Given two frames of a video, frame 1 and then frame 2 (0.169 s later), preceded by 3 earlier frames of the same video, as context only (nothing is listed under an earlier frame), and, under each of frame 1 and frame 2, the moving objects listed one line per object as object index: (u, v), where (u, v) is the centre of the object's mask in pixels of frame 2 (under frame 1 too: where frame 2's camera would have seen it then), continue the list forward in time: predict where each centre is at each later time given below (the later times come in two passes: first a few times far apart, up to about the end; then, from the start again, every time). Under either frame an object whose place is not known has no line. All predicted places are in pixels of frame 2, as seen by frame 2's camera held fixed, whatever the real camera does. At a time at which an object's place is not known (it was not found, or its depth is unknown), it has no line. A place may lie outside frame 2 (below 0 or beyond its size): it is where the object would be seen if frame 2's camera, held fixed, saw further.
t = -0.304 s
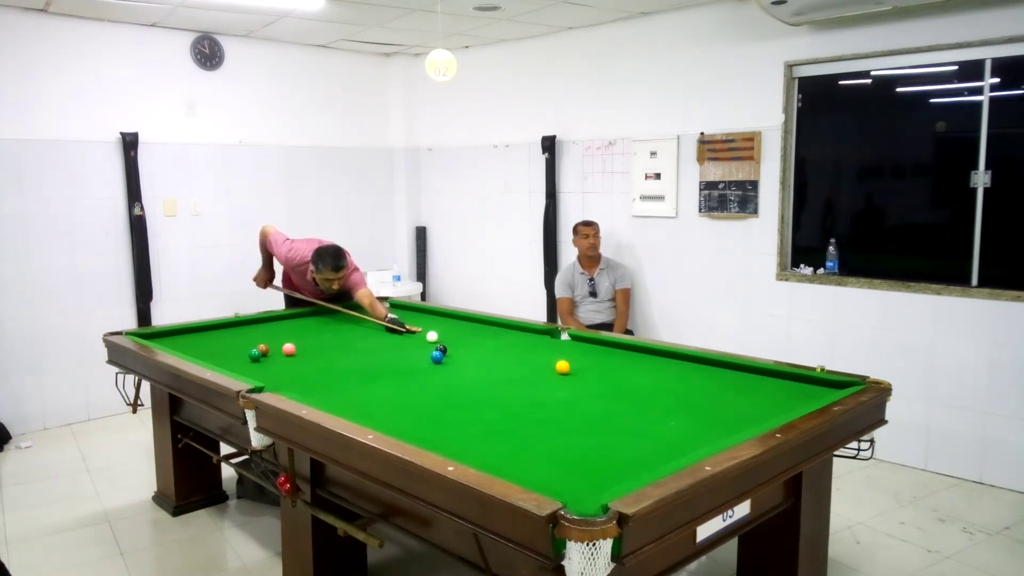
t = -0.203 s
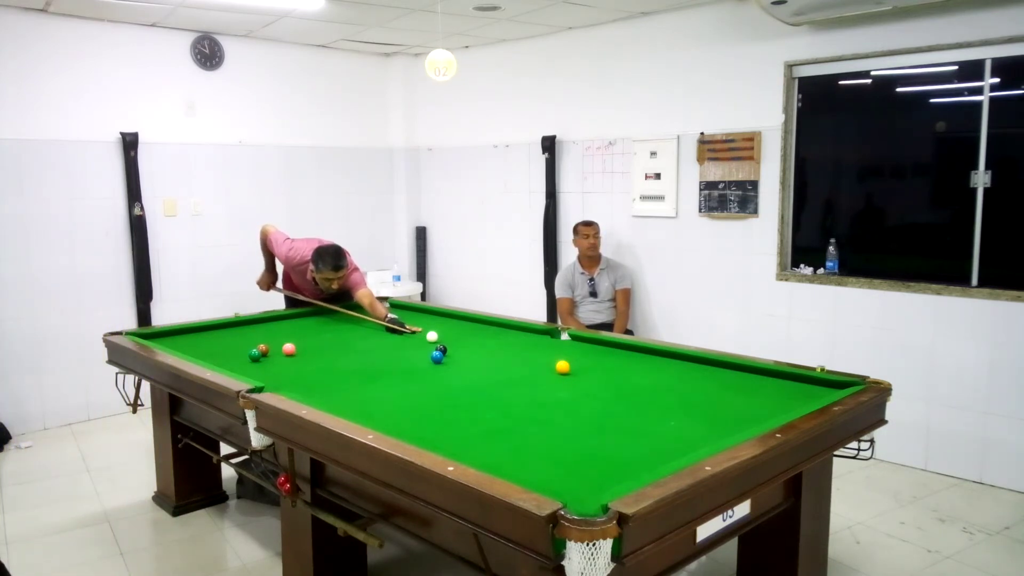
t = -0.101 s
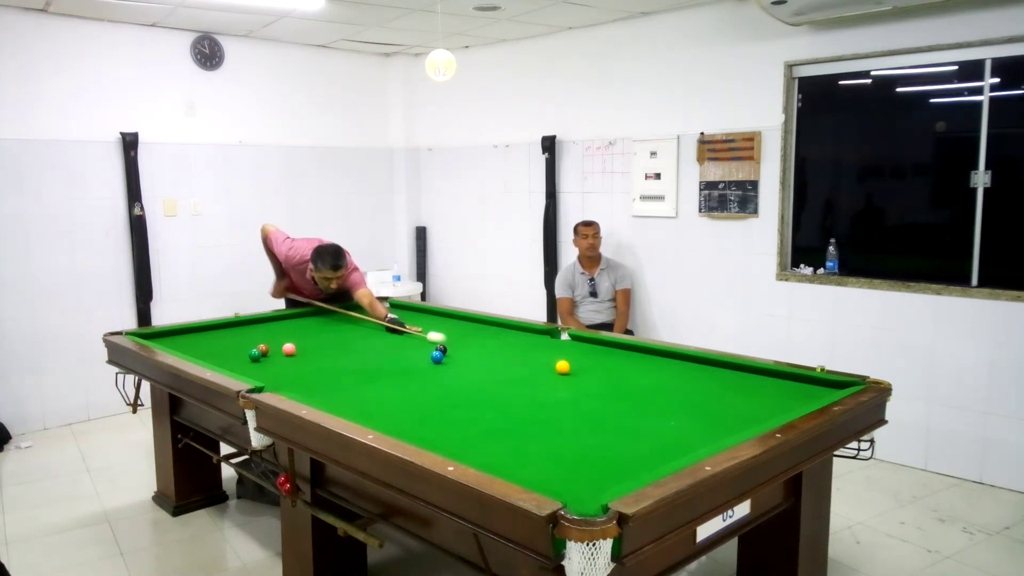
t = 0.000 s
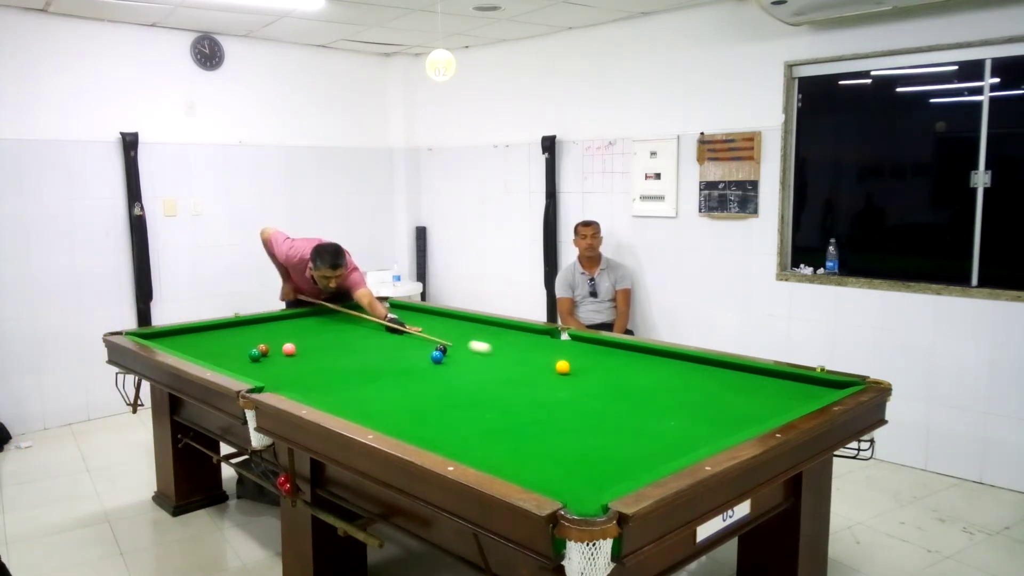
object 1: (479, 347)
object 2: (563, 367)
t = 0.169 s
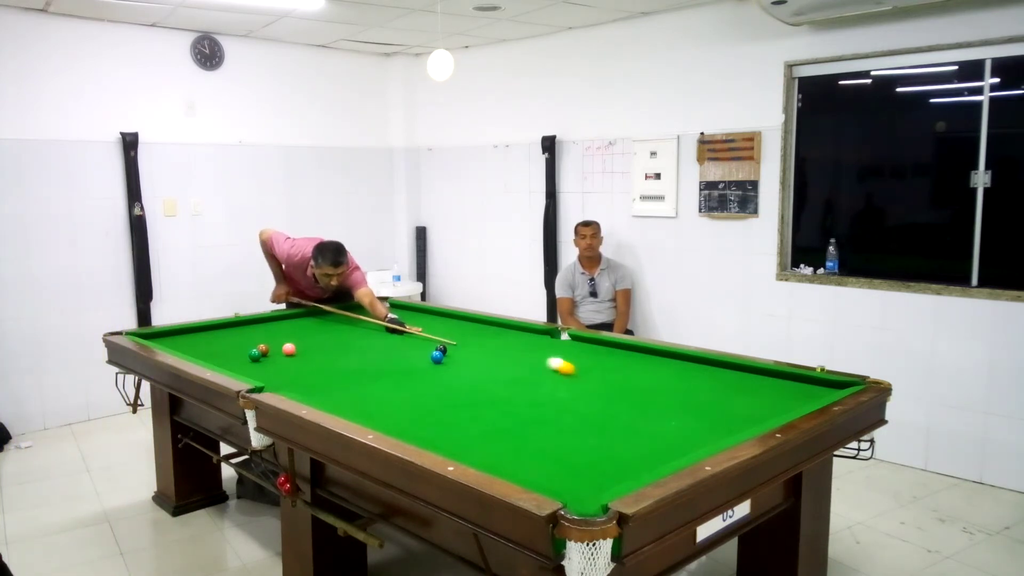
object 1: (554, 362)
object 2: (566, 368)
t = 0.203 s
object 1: (561, 363)
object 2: (576, 372)
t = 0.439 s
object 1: (587, 361)
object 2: (656, 403)
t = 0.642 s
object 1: (606, 359)
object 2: (729, 431)
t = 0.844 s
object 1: (625, 357)
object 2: (659, 422)
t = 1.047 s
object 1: (642, 355)
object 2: (598, 413)
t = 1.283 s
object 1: (660, 353)
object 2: (537, 404)
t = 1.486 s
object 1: (657, 354)
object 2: (489, 397)
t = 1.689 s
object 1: (655, 356)
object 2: (445, 391)
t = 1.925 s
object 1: (652, 358)
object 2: (398, 384)
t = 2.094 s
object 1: (651, 359)
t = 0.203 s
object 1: (561, 363)
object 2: (576, 372)
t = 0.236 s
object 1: (566, 363)
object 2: (587, 376)
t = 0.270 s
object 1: (569, 363)
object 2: (598, 381)
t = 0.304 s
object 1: (573, 362)
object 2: (610, 385)
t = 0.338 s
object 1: (576, 362)
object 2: (621, 390)
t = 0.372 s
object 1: (580, 362)
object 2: (633, 395)
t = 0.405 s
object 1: (583, 361)
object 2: (644, 399)
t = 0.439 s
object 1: (587, 361)
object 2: (656, 403)
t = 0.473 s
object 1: (590, 360)
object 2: (668, 408)
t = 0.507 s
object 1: (593, 360)
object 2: (680, 413)
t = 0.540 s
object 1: (597, 360)
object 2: (692, 417)
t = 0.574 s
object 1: (600, 359)
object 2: (705, 423)
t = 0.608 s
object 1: (603, 359)
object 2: (718, 428)
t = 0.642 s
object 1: (606, 359)
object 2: (729, 431)
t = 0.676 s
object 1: (610, 358)
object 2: (723, 431)
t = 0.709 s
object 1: (613, 358)
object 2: (709, 430)
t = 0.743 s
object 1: (616, 358)
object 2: (695, 428)
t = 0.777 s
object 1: (619, 357)
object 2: (682, 426)
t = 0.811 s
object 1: (622, 357)
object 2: (670, 424)
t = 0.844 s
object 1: (625, 357)
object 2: (659, 422)
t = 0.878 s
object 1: (628, 356)
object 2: (648, 420)
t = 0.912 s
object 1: (631, 356)
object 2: (637, 419)
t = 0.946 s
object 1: (633, 356)
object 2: (628, 417)
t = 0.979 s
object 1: (636, 355)
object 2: (618, 416)
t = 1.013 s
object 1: (639, 355)
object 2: (608, 414)
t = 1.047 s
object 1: (642, 355)
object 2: (598, 413)
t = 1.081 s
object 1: (645, 354)
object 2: (589, 412)
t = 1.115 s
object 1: (647, 354)
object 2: (580, 410)
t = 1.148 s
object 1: (650, 354)
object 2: (571, 409)
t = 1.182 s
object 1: (652, 353)
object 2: (562, 407)
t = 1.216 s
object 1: (655, 353)
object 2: (554, 406)
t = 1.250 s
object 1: (657, 353)
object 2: (545, 405)
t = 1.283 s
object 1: (660, 353)
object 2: (537, 404)
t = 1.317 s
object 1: (660, 353)
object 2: (528, 402)
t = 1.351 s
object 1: (659, 353)
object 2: (520, 401)
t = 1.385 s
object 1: (658, 354)
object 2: (512, 400)
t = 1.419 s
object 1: (658, 354)
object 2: (504, 399)
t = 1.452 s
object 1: (657, 354)
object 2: (497, 398)
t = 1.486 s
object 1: (657, 354)
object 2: (489, 397)
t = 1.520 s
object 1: (657, 355)
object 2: (481, 396)
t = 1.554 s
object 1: (656, 355)
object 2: (474, 395)
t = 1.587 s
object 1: (656, 355)
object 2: (467, 394)
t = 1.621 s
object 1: (655, 356)
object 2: (460, 393)
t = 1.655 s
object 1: (655, 356)
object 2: (452, 392)
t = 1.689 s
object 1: (655, 356)
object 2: (445, 391)
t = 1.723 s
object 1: (654, 356)
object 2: (438, 390)
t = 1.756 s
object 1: (654, 357)
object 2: (431, 389)
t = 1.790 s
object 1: (654, 357)
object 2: (425, 388)
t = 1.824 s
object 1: (653, 357)
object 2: (419, 387)
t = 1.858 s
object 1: (653, 357)
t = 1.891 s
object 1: (653, 357)
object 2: (400, 383)
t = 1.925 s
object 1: (652, 358)
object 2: (398, 384)
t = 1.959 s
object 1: (652, 358)
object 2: (392, 383)
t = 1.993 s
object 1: (652, 358)
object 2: (386, 383)
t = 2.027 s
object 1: (652, 358)
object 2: (383, 382)
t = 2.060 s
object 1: (651, 358)
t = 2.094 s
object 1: (651, 359)
